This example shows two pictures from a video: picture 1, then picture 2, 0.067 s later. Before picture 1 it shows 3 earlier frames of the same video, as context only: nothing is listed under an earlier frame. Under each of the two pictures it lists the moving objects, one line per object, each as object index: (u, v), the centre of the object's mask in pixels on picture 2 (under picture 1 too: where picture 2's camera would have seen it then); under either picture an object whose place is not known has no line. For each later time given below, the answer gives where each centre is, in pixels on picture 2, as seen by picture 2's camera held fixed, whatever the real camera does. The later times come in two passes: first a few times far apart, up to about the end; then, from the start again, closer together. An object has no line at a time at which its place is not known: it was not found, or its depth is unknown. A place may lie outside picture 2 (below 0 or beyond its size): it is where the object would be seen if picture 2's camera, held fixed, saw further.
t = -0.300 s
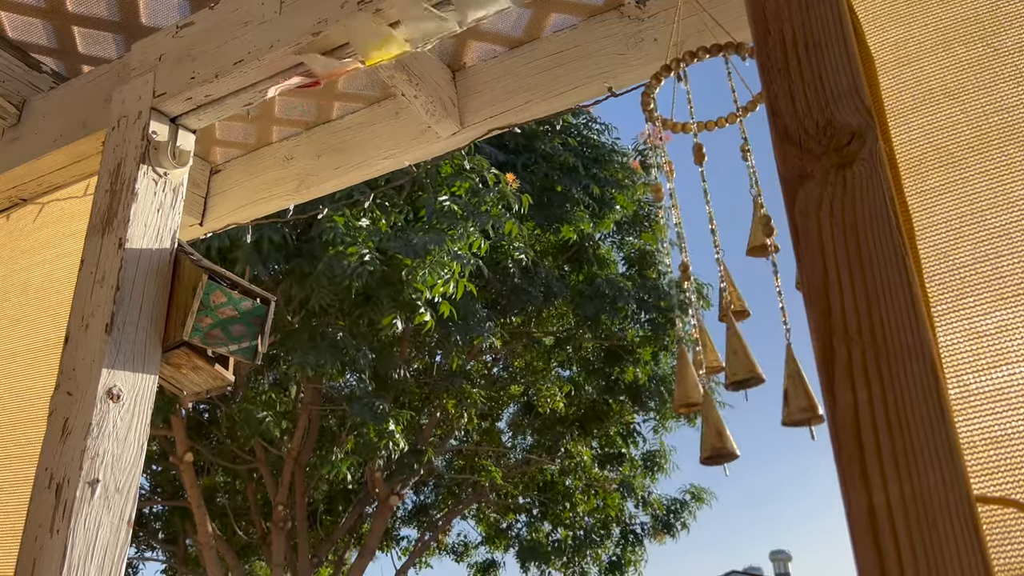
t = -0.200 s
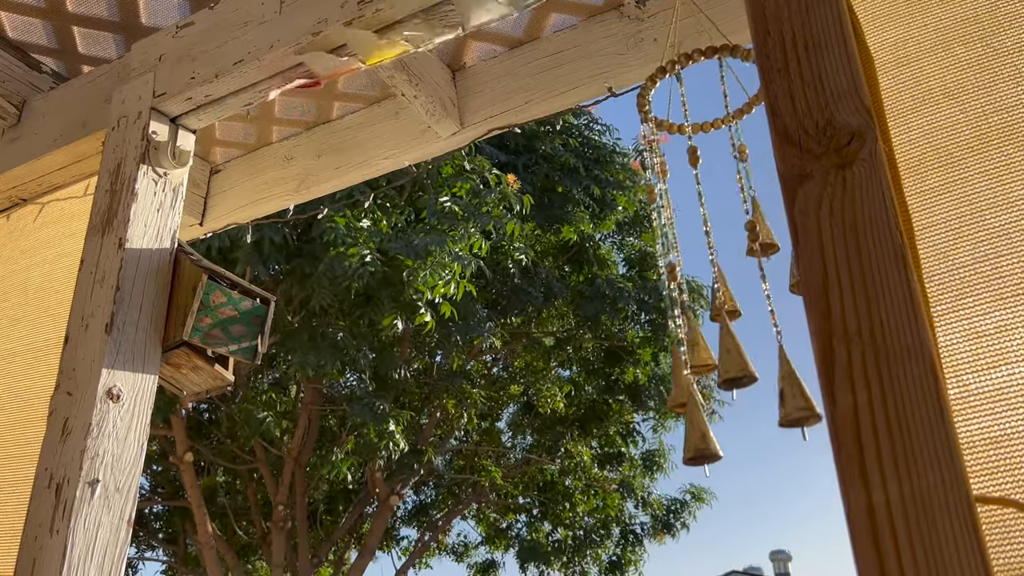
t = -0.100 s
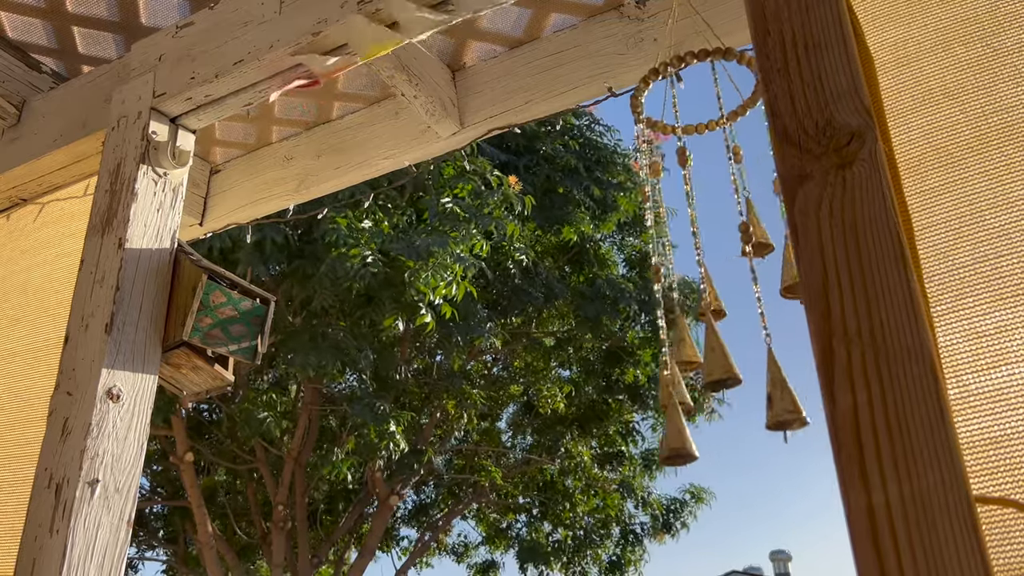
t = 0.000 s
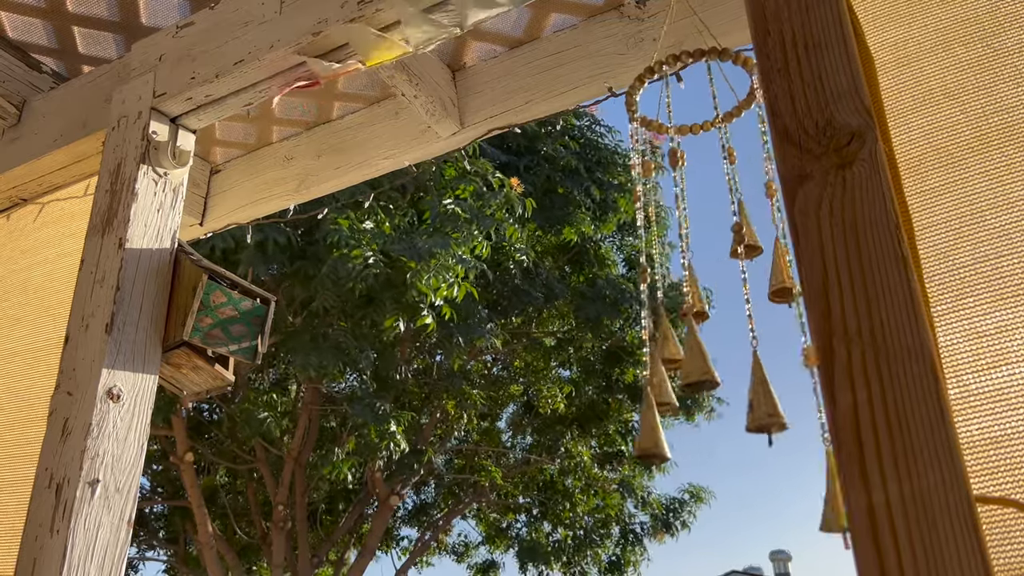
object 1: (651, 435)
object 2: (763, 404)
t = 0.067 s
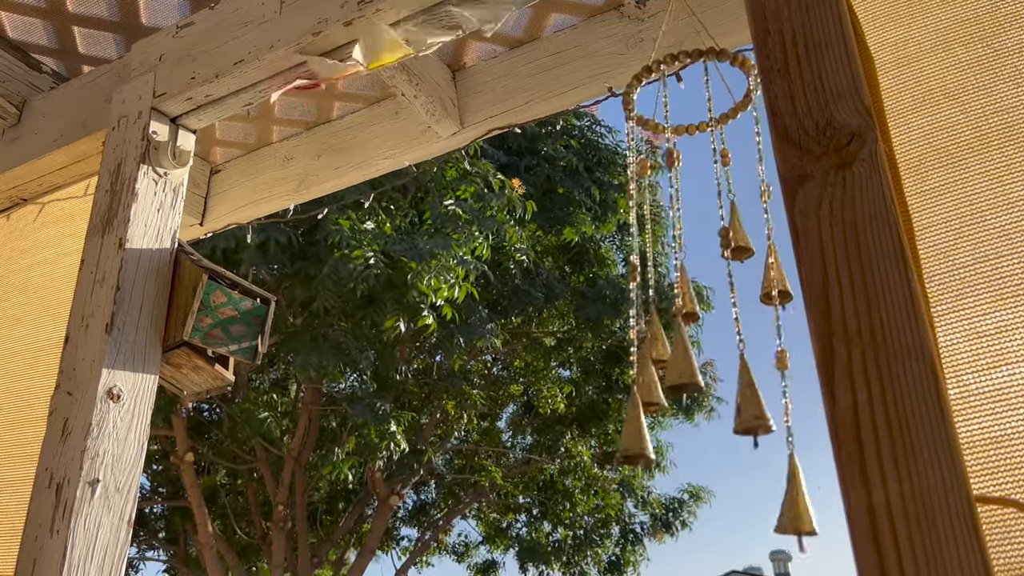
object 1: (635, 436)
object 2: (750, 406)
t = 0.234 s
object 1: (616, 435)
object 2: (717, 412)
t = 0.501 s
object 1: (644, 438)
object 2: (702, 412)
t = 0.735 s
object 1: (690, 443)
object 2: (744, 410)
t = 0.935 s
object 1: (707, 447)
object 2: (782, 401)
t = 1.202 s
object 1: (683, 449)
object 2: (778, 401)
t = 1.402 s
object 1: (640, 445)
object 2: (730, 408)
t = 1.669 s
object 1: (596, 436)
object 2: (656, 410)
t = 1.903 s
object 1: (610, 434)
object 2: (663, 403)
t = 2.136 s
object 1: (664, 439)
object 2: (738, 395)
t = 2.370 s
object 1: (714, 439)
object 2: (792, 389)
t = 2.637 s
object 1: (693, 447)
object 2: (731, 407)
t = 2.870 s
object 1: (625, 445)
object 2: (654, 414)
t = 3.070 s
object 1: (578, 441)
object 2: (626, 411)
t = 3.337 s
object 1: (596, 439)
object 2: (677, 407)
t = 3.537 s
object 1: (656, 443)
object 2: (746, 399)
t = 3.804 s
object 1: (722, 443)
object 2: (795, 397)
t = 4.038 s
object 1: (704, 453)
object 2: (768, 411)
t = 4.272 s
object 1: (632, 448)
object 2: (701, 417)
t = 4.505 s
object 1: (595, 440)
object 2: (680, 417)
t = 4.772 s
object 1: (636, 437)
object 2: (732, 406)
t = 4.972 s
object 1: (700, 436)
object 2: (791, 394)
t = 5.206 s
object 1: (726, 440)
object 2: (787, 402)
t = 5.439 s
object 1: (686, 449)
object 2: (747, 415)
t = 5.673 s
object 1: (625, 448)
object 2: (711, 419)
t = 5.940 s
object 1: (611, 443)
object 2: (716, 416)
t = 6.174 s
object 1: (640, 433)
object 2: (751, 410)
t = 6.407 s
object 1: (677, 426)
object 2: (788, 404)
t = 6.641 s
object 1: (708, 424)
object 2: (796, 416)
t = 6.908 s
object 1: (709, 428)
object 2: (752, 435)
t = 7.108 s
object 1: (696, 433)
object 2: (729, 440)
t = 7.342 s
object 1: (710, 434)
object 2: (748, 444)
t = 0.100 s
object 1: (629, 434)
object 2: (743, 407)
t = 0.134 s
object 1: (623, 435)
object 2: (737, 409)
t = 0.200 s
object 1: (617, 435)
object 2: (723, 411)
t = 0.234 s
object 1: (616, 435)
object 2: (717, 412)
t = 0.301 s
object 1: (617, 437)
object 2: (709, 414)
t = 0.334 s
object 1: (619, 435)
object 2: (706, 414)
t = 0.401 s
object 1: (628, 436)
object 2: (702, 413)
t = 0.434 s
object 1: (633, 434)
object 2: (701, 413)
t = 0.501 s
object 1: (644, 438)
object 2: (702, 412)
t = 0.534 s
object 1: (651, 439)
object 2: (704, 412)
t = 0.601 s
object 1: (666, 440)
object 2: (716, 412)
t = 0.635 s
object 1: (673, 440)
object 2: (723, 412)
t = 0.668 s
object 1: (679, 441)
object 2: (730, 412)
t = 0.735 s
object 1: (690, 443)
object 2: (744, 410)
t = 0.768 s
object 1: (695, 444)
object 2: (751, 408)
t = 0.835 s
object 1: (703, 445)
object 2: (765, 405)
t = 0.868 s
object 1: (705, 445)
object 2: (772, 404)
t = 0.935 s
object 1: (707, 447)
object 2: (782, 401)
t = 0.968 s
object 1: (707, 447)
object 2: (785, 401)
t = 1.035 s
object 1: (703, 446)
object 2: (788, 400)
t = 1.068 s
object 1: (701, 447)
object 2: (788, 400)
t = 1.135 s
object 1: (694, 448)
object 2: (786, 400)
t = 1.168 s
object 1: (689, 449)
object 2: (783, 400)
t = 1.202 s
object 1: (683, 449)
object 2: (778, 401)
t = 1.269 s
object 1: (669, 450)
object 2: (765, 404)
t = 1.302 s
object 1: (662, 449)
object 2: (756, 404)
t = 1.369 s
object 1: (647, 446)
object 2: (739, 407)
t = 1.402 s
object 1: (640, 445)
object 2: (730, 408)
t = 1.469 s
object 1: (626, 441)
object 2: (710, 410)
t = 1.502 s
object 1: (619, 441)
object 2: (700, 411)
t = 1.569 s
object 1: (607, 438)
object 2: (679, 411)
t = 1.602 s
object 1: (602, 437)
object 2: (670, 412)
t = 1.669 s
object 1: (596, 436)
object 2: (656, 410)
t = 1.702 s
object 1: (595, 435)
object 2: (651, 409)
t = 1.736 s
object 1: (595, 434)
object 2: (649, 408)
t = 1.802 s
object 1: (598, 433)
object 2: (650, 407)
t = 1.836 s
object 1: (601, 434)
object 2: (653, 406)
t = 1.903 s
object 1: (610, 434)
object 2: (663, 403)
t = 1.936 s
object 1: (616, 435)
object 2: (670, 403)
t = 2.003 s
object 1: (628, 438)
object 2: (690, 402)
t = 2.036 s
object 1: (638, 438)
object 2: (701, 401)
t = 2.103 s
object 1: (655, 438)
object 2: (725, 397)
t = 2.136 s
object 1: (664, 439)
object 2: (738, 395)
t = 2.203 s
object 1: (681, 441)
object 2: (762, 392)
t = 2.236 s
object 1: (689, 440)
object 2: (773, 390)
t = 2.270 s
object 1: (697, 440)
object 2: (785, 389)
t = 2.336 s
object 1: (710, 440)
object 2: (794, 388)
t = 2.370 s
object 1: (714, 439)
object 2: (792, 389)
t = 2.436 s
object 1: (720, 443)
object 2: (788, 393)
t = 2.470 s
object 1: (718, 441)
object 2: (784, 395)
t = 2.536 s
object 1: (712, 446)
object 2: (768, 399)
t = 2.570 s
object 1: (707, 446)
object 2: (757, 403)
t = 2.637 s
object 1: (693, 447)
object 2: (731, 407)
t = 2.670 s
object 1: (685, 447)
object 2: (719, 409)
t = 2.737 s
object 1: (668, 448)
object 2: (698, 412)
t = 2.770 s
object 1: (657, 447)
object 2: (686, 412)
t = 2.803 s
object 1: (647, 446)
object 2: (675, 413)
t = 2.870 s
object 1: (625, 445)
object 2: (654, 414)
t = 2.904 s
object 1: (613, 445)
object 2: (645, 414)
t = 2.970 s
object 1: (597, 443)
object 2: (632, 413)
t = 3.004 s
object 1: (589, 443)
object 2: (629, 412)
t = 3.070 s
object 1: (578, 441)
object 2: (626, 411)
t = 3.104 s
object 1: (576, 440)
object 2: (627, 410)
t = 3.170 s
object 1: (574, 439)
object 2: (632, 409)
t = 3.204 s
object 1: (576, 439)
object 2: (638, 408)
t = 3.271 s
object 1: (583, 439)
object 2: (655, 405)
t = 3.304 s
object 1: (591, 438)
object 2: (667, 406)
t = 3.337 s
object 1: (596, 439)
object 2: (677, 407)
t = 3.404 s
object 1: (613, 441)
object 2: (700, 404)
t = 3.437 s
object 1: (623, 441)
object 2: (711, 402)
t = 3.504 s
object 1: (645, 443)
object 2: (735, 401)
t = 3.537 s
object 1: (656, 443)
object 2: (746, 399)
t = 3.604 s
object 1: (679, 444)
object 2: (767, 398)
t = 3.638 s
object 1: (688, 443)
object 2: (775, 397)
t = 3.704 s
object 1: (706, 445)
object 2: (787, 396)
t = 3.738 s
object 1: (713, 444)
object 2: (791, 396)
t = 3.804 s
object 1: (722, 443)
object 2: (795, 397)
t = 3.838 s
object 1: (724, 443)
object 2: (796, 398)
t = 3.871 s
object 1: (724, 444)
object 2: (795, 398)
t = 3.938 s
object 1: (721, 451)
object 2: (789, 404)
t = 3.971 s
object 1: (716, 451)
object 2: (782, 407)
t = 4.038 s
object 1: (704, 453)
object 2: (768, 411)
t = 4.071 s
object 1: (696, 454)
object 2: (760, 413)
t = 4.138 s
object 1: (676, 456)
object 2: (741, 415)
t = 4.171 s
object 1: (665, 456)
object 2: (731, 416)
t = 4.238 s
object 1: (642, 449)
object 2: (710, 417)
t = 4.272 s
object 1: (632, 448)
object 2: (701, 417)
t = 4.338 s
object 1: (615, 445)
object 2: (689, 419)
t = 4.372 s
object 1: (609, 443)
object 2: (685, 418)
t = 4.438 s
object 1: (599, 440)
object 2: (681, 419)
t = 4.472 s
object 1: (596, 440)
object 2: (679, 418)
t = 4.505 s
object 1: (595, 440)
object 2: (680, 417)
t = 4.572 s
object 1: (596, 438)
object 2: (686, 415)
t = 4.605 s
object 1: (599, 438)
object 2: (691, 413)
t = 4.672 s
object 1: (610, 440)
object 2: (706, 411)
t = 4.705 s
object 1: (618, 438)
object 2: (714, 409)
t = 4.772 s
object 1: (636, 437)
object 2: (732, 406)
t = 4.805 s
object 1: (646, 436)
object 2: (742, 404)
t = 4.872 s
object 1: (669, 436)
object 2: (763, 400)
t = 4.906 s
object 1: (680, 438)
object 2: (773, 397)
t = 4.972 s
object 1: (700, 436)
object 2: (791, 394)
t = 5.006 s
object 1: (708, 436)
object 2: (796, 393)
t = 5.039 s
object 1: (715, 437)
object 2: (796, 394)
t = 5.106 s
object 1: (724, 437)
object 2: (795, 397)
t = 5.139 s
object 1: (727, 438)
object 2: (793, 398)
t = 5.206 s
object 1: (726, 440)
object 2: (787, 402)
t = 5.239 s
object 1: (723, 441)
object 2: (782, 404)
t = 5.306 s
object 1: (715, 443)
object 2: (770, 408)
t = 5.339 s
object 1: (709, 444)
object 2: (763, 410)
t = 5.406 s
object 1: (695, 448)
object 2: (752, 413)
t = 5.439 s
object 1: (686, 449)
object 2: (747, 415)
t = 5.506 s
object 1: (666, 447)
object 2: (735, 417)
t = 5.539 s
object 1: (656, 444)
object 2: (728, 418)
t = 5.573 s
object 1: (647, 447)
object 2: (722, 419)
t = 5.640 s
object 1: (631, 449)
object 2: (713, 419)
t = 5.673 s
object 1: (625, 448)
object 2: (711, 419)
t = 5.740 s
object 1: (614, 445)
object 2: (709, 420)
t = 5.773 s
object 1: (611, 444)
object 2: (708, 420)
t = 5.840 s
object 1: (607, 443)
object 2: (708, 418)
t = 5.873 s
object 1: (607, 440)
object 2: (710, 417)
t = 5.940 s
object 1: (611, 443)
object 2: (716, 416)
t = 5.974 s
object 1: (614, 442)
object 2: (721, 415)
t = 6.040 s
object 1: (620, 439)
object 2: (731, 413)
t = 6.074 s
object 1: (625, 438)
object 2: (736, 412)
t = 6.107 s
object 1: (629, 436)
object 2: (741, 412)
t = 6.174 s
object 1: (640, 433)
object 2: (751, 410)
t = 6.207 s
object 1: (646, 432)
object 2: (757, 408)
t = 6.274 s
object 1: (656, 430)
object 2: (769, 406)
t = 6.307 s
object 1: (661, 429)
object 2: (774, 405)
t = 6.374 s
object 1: (671, 427)
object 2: (783, 404)
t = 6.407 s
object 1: (677, 426)
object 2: (788, 404)
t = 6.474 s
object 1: (691, 424)
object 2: (796, 406)
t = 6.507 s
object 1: (696, 423)
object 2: (799, 408)
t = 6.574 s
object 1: (704, 423)
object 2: (801, 410)
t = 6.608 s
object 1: (706, 423)
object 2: (799, 413)
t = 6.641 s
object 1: (708, 424)
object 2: (796, 416)
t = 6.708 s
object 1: (711, 424)
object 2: (785, 420)
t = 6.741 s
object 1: (712, 425)
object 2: (780, 422)
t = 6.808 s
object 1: (712, 426)
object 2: (769, 426)
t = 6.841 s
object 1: (711, 427)
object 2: (764, 431)
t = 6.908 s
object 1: (709, 428)
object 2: (752, 435)
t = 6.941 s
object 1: (708, 430)
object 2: (746, 437)
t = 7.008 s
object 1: (705, 436)
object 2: (738, 438)
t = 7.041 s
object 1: (702, 434)
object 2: (734, 438)
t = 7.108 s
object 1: (696, 433)
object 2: (729, 440)
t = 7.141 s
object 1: (694, 433)
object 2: (728, 440)
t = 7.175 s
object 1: (693, 433)
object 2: (728, 440)
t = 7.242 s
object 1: (696, 433)
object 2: (732, 441)
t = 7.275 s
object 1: (700, 433)
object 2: (736, 442)
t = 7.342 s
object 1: (710, 434)
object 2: (748, 444)
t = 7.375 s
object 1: (714, 432)
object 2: (755, 446)
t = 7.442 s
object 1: (727, 431)
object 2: (766, 446)
